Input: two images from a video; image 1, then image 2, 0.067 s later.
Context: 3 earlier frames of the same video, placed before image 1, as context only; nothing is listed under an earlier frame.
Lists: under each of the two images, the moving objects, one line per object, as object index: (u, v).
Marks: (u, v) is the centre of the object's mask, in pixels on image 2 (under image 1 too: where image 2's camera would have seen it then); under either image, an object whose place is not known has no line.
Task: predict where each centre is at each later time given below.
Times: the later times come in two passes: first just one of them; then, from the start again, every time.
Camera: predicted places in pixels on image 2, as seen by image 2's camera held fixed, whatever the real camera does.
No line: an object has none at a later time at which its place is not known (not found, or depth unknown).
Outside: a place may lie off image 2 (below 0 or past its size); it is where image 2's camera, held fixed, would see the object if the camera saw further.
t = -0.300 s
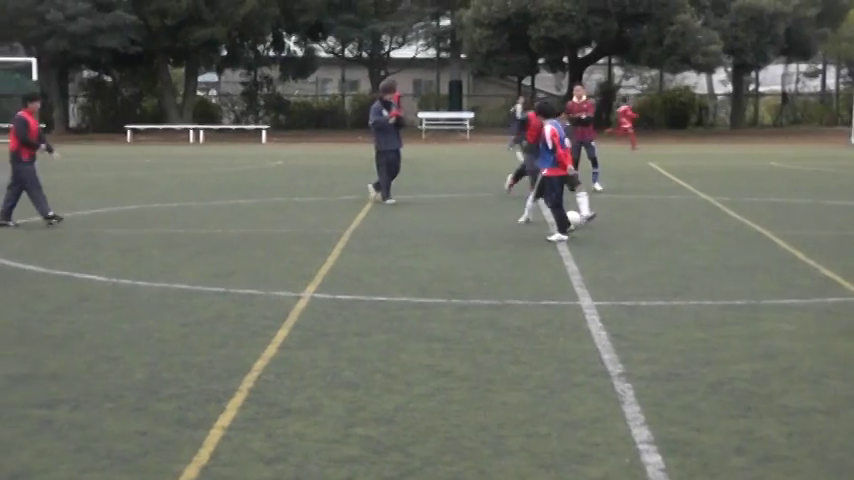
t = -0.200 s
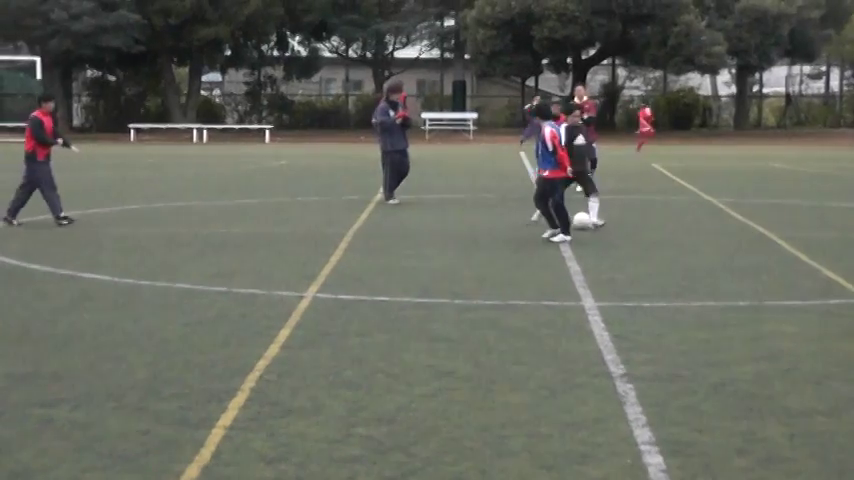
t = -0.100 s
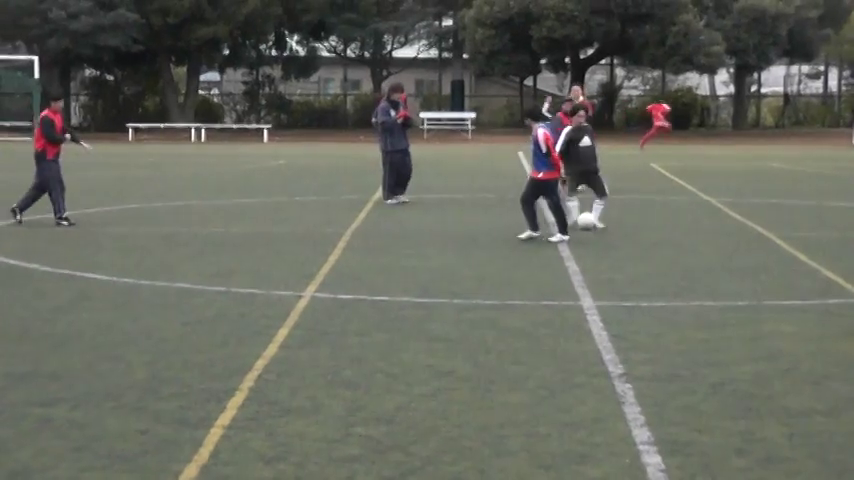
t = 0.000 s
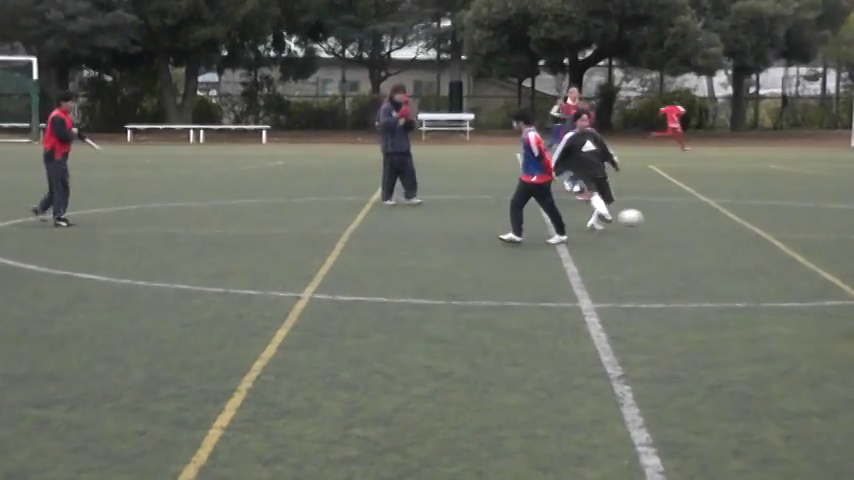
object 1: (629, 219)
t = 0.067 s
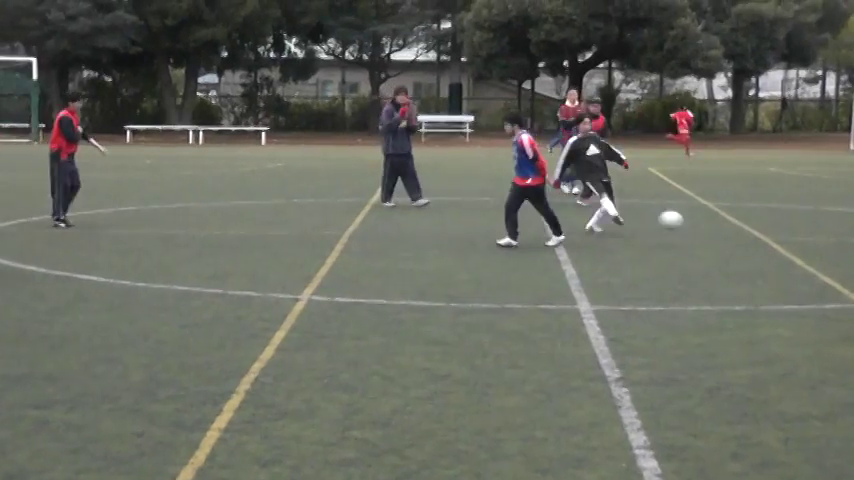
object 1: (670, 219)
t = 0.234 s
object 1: (786, 234)
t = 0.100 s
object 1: (692, 220)
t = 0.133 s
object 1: (715, 221)
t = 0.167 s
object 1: (738, 224)
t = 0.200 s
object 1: (761, 229)
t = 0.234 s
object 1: (786, 234)
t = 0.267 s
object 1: (811, 240)
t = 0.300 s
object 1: (837, 247)
